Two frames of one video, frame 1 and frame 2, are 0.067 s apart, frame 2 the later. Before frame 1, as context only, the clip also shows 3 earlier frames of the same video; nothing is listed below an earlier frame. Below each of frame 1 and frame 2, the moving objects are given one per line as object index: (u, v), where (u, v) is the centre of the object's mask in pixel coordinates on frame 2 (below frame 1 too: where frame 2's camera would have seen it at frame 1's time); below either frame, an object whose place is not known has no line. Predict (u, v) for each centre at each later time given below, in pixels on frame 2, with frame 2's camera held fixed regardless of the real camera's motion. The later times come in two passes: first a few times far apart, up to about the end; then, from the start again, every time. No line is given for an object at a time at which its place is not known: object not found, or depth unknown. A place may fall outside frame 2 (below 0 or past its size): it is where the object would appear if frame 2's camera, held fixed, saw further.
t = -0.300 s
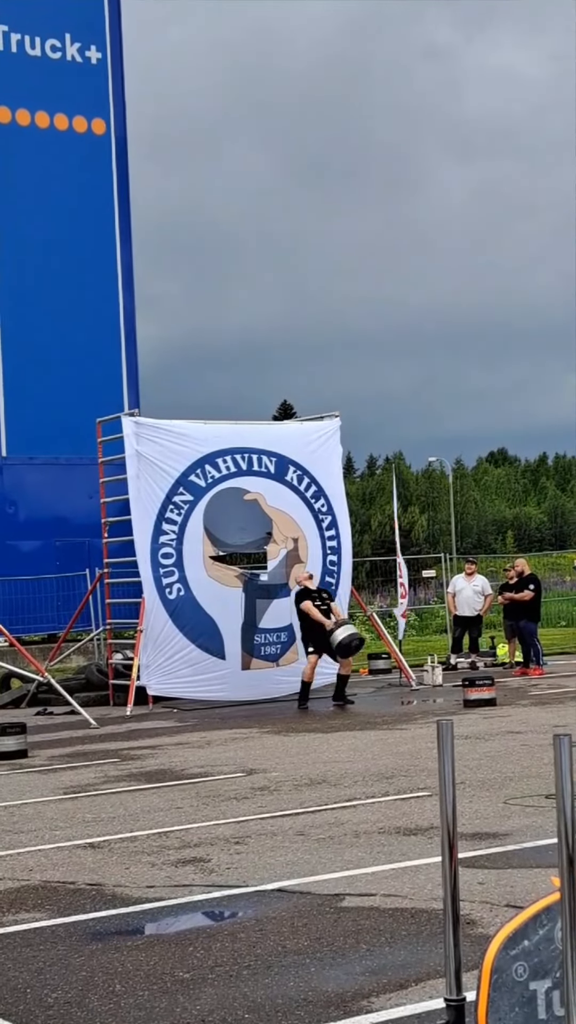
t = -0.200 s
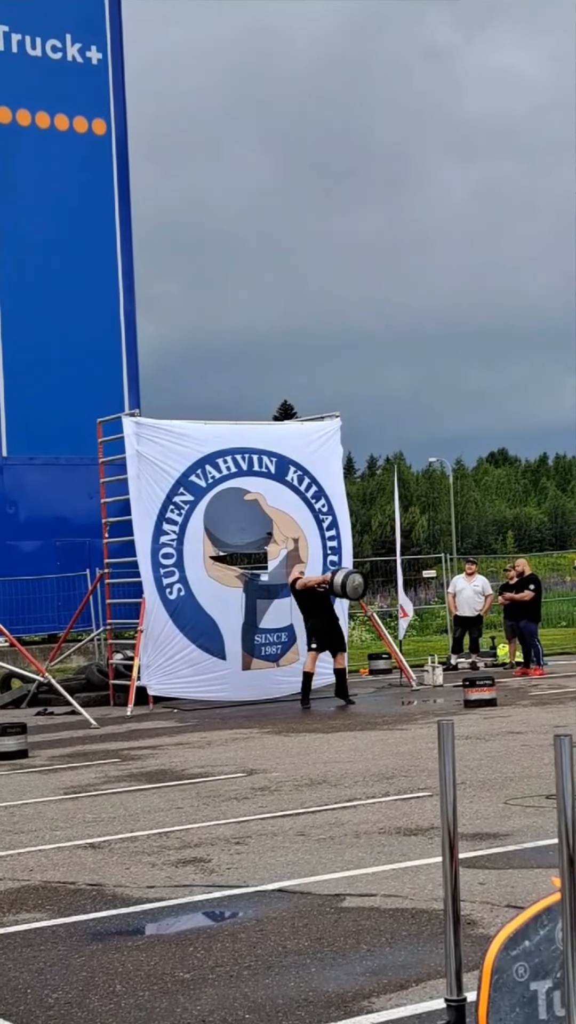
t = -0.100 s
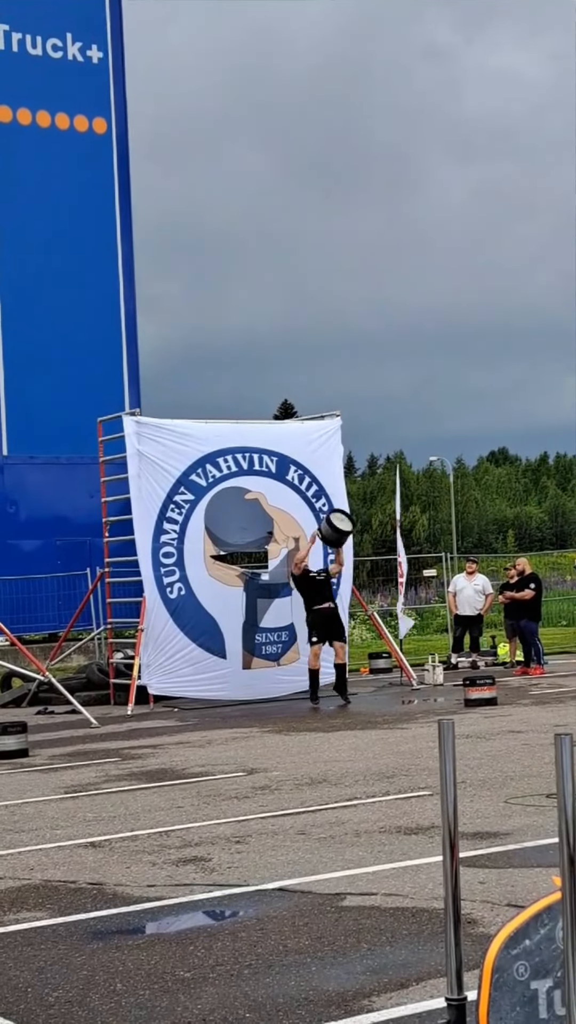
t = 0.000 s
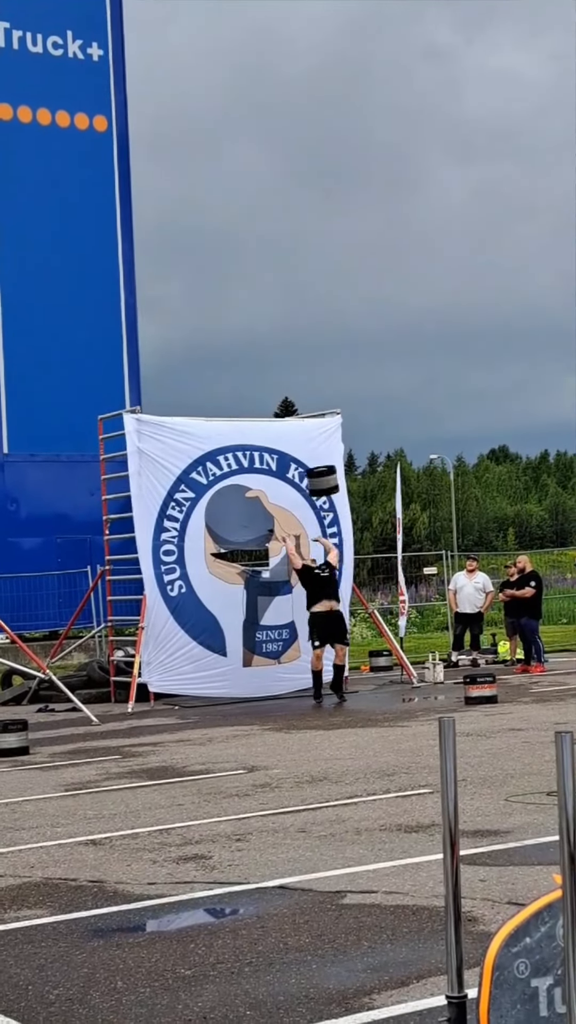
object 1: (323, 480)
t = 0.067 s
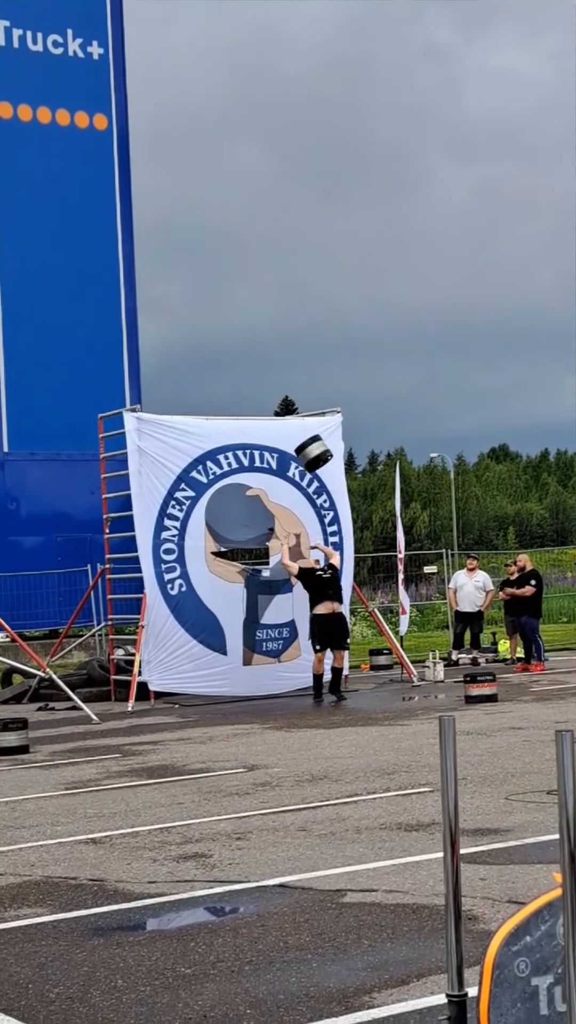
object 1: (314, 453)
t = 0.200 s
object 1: (298, 412)
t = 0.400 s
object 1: (275, 375)
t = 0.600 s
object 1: (253, 367)
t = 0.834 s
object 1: (229, 396)
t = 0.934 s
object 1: (219, 410)
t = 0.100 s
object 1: (309, 442)
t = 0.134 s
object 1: (305, 431)
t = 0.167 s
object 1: (301, 421)
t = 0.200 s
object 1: (298, 412)
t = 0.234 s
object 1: (293, 404)
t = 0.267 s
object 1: (290, 396)
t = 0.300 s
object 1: (286, 390)
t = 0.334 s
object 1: (282, 384)
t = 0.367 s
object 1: (279, 379)
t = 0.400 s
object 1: (275, 375)
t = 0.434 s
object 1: (271, 371)
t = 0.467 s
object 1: (268, 369)
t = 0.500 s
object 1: (264, 367)
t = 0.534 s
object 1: (260, 366)
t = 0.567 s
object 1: (256, 366)
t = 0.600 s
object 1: (253, 367)
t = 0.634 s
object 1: (249, 369)
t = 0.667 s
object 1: (245, 371)
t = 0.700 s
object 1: (242, 375)
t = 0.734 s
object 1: (239, 379)
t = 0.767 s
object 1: (235, 384)
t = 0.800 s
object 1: (232, 390)
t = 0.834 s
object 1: (229, 396)
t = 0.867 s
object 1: (227, 402)
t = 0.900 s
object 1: (223, 406)
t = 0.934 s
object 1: (219, 410)
